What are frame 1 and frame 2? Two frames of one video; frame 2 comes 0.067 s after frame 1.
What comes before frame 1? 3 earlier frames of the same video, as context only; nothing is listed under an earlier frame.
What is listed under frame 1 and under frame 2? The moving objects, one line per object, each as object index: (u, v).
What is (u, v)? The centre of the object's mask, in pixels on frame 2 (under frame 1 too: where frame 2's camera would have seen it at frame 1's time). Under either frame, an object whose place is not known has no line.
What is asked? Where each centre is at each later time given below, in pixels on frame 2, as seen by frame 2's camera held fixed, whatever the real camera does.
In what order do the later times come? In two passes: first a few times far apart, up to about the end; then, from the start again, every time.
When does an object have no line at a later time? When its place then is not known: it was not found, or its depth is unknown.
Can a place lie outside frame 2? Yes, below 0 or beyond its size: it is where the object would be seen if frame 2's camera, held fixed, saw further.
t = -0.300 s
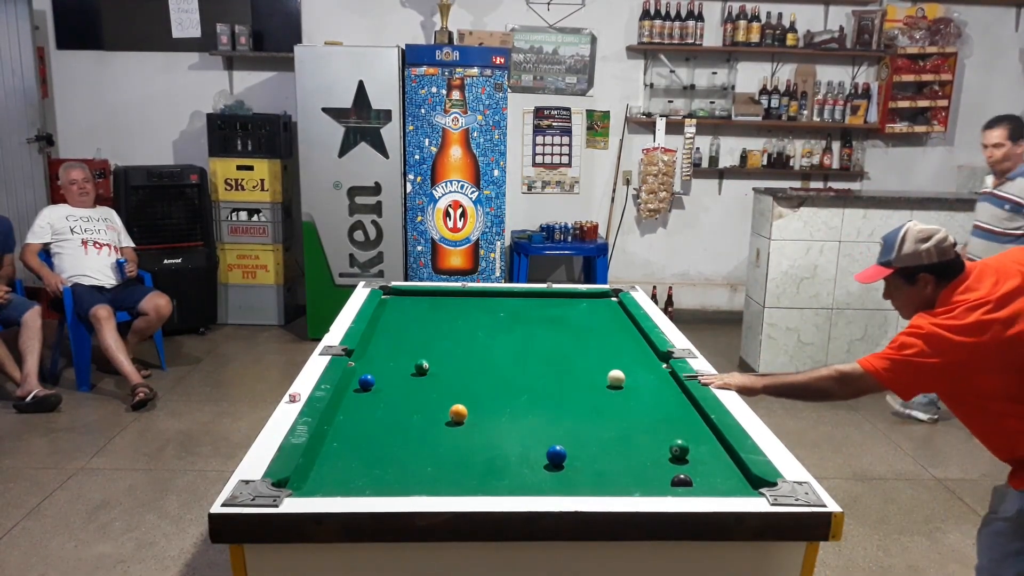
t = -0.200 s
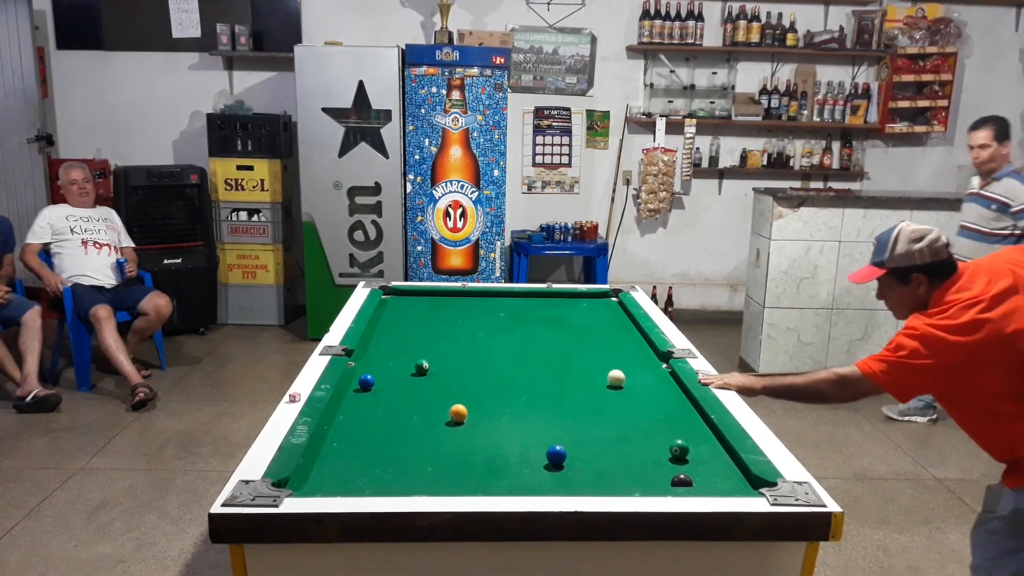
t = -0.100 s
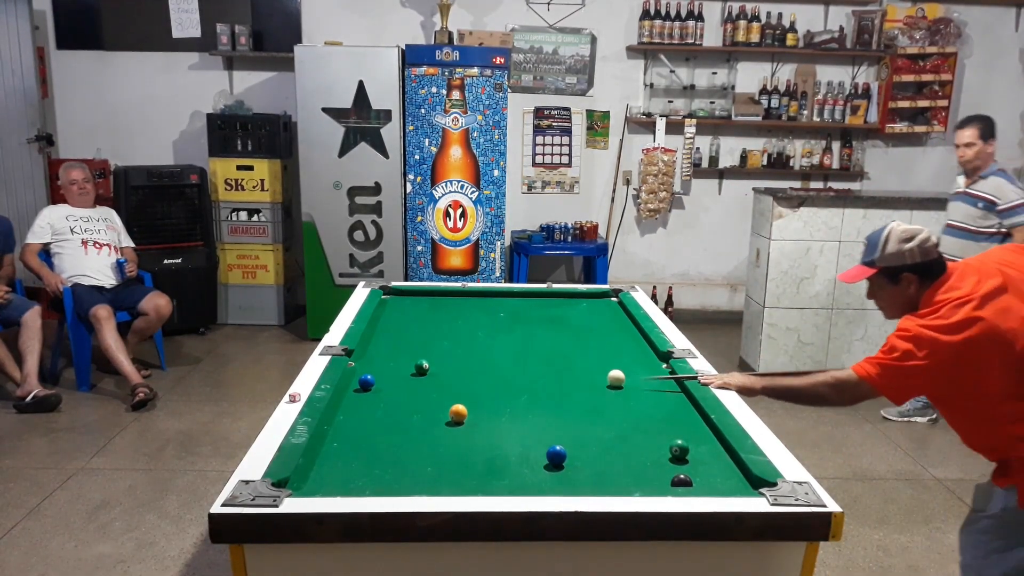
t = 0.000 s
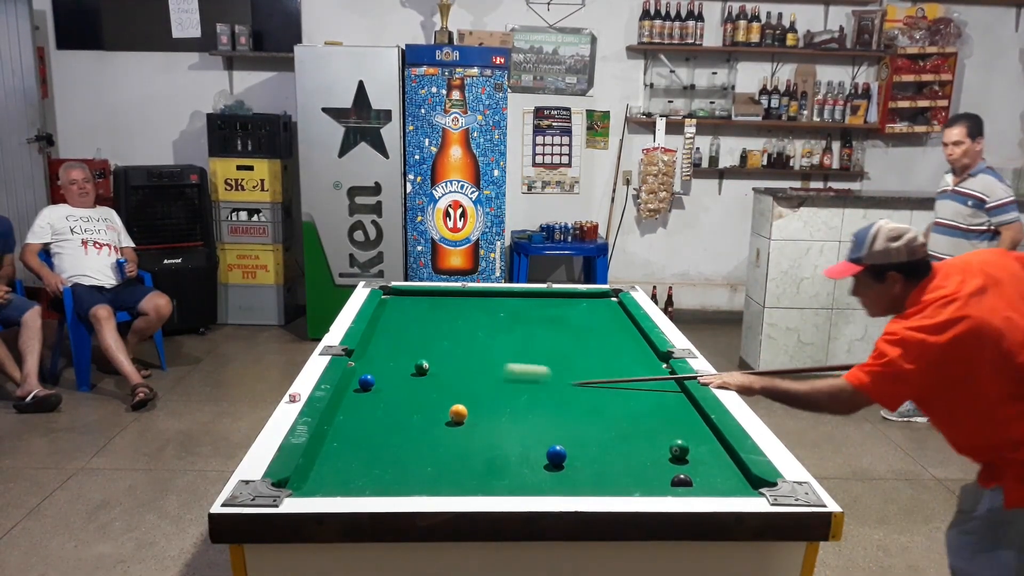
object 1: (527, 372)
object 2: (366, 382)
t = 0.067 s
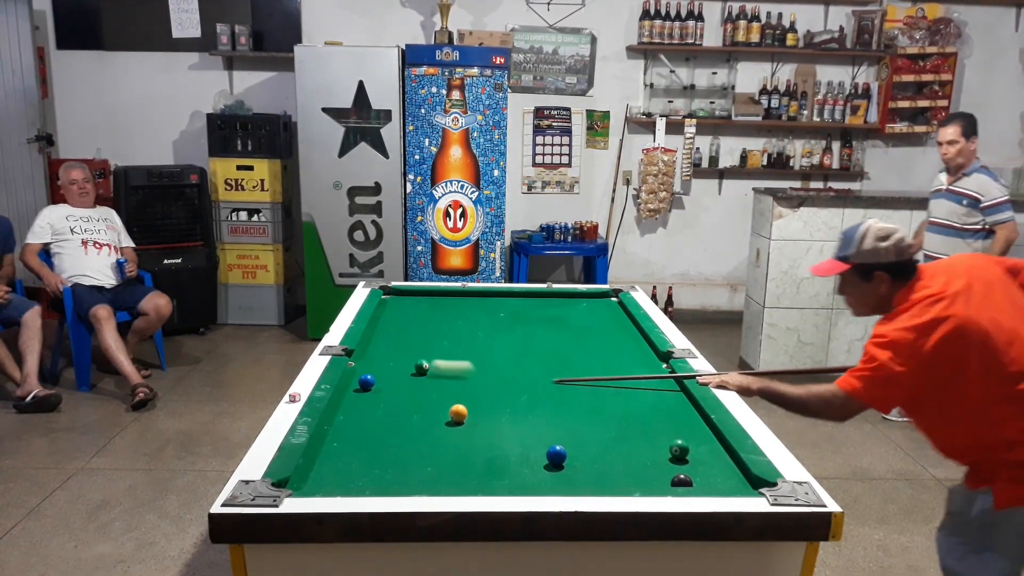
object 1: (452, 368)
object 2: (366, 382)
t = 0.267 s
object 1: (398, 377)
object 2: (366, 382)
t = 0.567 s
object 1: (366, 393)
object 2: (356, 381)
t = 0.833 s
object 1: (343, 407)
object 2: (380, 381)
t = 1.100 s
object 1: (334, 423)
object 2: (400, 381)
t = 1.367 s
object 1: (337, 440)
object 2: (416, 381)
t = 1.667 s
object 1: (341, 460)
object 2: (431, 381)
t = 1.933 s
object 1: (346, 475)
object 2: (440, 381)
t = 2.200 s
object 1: (354, 479)
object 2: (446, 382)
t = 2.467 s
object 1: (365, 471)
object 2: (449, 382)
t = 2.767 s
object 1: (375, 462)
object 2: (449, 383)
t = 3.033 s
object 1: (382, 456)
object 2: (449, 383)
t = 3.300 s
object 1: (387, 451)
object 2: (449, 383)
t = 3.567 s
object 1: (392, 447)
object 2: (450, 383)
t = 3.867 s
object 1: (395, 445)
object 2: (449, 383)
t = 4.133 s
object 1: (396, 444)
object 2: (449, 383)
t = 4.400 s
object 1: (395, 444)
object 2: (449, 383)
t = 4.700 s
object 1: (395, 444)
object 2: (449, 383)
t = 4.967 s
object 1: (395, 444)
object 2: (450, 382)
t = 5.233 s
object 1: (396, 444)
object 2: (450, 383)
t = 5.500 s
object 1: (395, 444)
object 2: (450, 383)
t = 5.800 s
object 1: (395, 444)
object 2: (450, 383)
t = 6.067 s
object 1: (395, 444)
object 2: (450, 382)
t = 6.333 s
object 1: (395, 444)
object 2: (450, 382)
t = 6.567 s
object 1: (395, 444)
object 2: (449, 383)
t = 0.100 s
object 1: (433, 367)
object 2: (366, 382)
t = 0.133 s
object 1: (425, 370)
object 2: (366, 382)
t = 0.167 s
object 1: (418, 372)
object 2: (366, 382)
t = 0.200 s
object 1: (411, 374)
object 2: (366, 382)
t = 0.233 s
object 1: (405, 376)
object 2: (366, 382)
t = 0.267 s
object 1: (398, 377)
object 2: (366, 382)
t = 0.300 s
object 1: (391, 379)
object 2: (366, 382)
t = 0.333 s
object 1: (384, 381)
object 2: (366, 382)
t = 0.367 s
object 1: (382, 383)
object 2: (360, 382)
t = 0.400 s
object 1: (379, 385)
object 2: (355, 382)
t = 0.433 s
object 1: (377, 386)
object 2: (351, 382)
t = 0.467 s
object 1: (374, 388)
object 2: (348, 382)
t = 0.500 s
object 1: (371, 390)
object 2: (350, 382)
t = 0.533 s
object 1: (369, 392)
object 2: (354, 382)
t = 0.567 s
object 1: (366, 393)
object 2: (356, 381)
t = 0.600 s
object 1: (363, 395)
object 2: (360, 380)
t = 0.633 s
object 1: (361, 397)
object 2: (363, 380)
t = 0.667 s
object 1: (357, 399)
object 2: (366, 381)
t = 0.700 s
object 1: (354, 400)
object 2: (369, 381)
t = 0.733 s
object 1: (351, 402)
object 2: (371, 381)
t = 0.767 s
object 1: (348, 404)
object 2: (374, 381)
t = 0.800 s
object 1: (345, 406)
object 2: (377, 381)
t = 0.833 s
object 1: (343, 407)
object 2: (380, 381)
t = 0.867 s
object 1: (340, 409)
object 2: (382, 381)
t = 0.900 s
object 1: (337, 411)
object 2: (385, 381)
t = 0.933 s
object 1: (334, 413)
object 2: (388, 381)
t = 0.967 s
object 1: (333, 415)
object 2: (390, 381)
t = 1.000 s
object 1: (333, 417)
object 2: (393, 381)
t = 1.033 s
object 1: (333, 419)
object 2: (395, 381)
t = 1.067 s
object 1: (334, 421)
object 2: (397, 381)
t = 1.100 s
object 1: (334, 423)
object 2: (400, 381)
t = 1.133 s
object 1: (334, 425)
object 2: (402, 381)
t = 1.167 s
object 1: (334, 428)
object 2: (404, 381)
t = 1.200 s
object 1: (335, 429)
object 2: (406, 381)
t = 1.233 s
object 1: (335, 432)
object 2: (408, 381)
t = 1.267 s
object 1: (335, 434)
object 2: (410, 381)
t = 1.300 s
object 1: (336, 436)
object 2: (412, 381)
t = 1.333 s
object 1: (336, 438)
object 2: (414, 381)
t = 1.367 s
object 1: (337, 440)
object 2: (416, 381)
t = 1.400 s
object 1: (337, 442)
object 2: (418, 381)
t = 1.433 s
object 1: (337, 445)
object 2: (420, 381)
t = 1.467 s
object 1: (338, 447)
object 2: (421, 381)
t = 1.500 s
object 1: (338, 449)
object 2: (423, 381)
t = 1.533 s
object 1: (339, 451)
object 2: (425, 381)
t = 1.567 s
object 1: (339, 453)
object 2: (426, 381)
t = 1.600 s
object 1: (340, 455)
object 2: (428, 381)
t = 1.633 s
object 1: (340, 458)
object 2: (429, 381)
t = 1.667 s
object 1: (341, 460)
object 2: (431, 381)
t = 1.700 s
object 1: (341, 462)
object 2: (432, 381)
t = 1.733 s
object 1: (342, 464)
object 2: (433, 381)
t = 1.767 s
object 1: (342, 466)
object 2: (435, 381)
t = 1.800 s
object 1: (343, 468)
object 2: (436, 381)
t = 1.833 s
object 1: (344, 470)
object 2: (437, 382)
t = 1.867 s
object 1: (345, 472)
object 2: (438, 382)
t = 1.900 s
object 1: (346, 474)
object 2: (439, 382)
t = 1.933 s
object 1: (346, 475)
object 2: (440, 381)
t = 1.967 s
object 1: (346, 477)
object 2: (441, 381)
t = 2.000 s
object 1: (347, 478)
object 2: (442, 382)
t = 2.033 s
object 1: (347, 480)
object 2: (442, 381)
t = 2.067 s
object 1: (347, 481)
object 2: (443, 382)
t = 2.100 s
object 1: (349, 481)
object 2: (444, 381)
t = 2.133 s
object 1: (351, 480)
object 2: (444, 382)
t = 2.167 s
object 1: (353, 480)
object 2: (445, 382)
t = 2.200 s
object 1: (354, 479)
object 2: (446, 382)
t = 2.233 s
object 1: (356, 478)
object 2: (446, 382)
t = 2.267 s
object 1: (358, 477)
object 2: (447, 382)
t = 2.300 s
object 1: (359, 477)
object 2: (447, 382)
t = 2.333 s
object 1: (360, 476)
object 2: (447, 382)
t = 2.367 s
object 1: (361, 475)
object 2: (448, 382)
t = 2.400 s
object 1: (363, 474)
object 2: (448, 383)
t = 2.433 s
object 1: (364, 472)
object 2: (448, 382)
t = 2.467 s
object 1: (365, 471)
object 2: (449, 382)
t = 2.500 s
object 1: (366, 470)
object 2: (449, 383)
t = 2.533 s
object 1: (368, 469)
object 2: (449, 382)
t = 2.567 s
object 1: (369, 468)
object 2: (449, 383)
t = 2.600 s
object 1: (370, 467)
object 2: (449, 383)
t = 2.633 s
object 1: (371, 466)
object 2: (449, 383)
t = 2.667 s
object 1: (372, 465)
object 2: (450, 383)
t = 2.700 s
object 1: (373, 464)
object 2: (450, 383)
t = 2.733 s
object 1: (374, 463)
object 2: (450, 383)
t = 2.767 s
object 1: (375, 462)
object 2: (449, 383)
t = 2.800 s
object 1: (376, 461)
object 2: (450, 383)
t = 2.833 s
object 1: (377, 460)
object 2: (449, 383)
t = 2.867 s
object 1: (378, 460)
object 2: (449, 383)
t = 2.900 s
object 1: (379, 459)
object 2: (449, 383)
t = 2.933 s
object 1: (380, 458)
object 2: (449, 383)
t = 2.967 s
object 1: (381, 457)
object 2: (450, 383)
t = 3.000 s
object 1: (381, 457)
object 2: (450, 383)
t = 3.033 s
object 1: (382, 456)
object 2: (449, 383)
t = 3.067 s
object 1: (383, 455)
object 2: (449, 383)
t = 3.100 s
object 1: (383, 454)
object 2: (450, 383)
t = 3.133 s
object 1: (384, 454)
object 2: (449, 383)
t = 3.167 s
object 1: (385, 453)
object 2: (449, 383)
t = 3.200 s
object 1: (385, 452)
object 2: (449, 383)
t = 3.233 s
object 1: (386, 452)
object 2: (449, 383)
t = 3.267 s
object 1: (387, 451)
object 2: (449, 383)
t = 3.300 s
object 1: (387, 451)
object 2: (449, 383)
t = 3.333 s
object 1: (388, 450)
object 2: (449, 383)
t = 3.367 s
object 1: (388, 450)
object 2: (449, 383)
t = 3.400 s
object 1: (389, 449)
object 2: (450, 383)
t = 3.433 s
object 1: (389, 449)
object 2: (449, 383)
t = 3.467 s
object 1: (390, 449)
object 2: (449, 383)
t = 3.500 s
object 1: (391, 448)
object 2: (450, 383)
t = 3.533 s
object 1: (391, 448)
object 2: (450, 383)
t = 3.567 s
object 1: (392, 447)
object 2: (450, 383)
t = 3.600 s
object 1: (392, 447)
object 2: (449, 383)
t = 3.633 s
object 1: (392, 447)
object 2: (449, 383)
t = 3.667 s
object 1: (393, 446)
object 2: (449, 382)
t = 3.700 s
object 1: (393, 446)
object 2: (449, 383)
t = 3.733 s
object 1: (394, 446)
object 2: (449, 383)
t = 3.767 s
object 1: (394, 446)
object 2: (449, 383)
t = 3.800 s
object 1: (394, 446)
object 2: (449, 383)
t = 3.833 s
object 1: (395, 445)
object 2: (449, 383)
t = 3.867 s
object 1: (395, 445)
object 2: (449, 383)
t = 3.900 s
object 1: (395, 445)
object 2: (449, 383)
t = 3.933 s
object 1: (395, 445)
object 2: (449, 383)
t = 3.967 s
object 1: (396, 445)
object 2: (449, 383)
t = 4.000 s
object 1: (396, 445)
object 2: (449, 383)
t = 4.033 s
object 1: (396, 445)
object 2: (449, 383)
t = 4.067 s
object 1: (395, 444)
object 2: (449, 383)
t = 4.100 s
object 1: (395, 444)
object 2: (449, 383)
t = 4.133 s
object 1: (396, 444)
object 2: (449, 383)
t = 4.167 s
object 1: (395, 444)
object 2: (449, 383)
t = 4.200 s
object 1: (395, 444)
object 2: (449, 383)
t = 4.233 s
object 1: (395, 444)
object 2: (449, 383)
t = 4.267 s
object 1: (395, 444)
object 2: (449, 383)
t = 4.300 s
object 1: (395, 444)
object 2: (449, 383)
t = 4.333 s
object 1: (395, 444)
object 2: (449, 383)
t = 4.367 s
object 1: (395, 444)
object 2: (449, 383)
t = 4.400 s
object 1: (395, 444)
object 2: (449, 383)
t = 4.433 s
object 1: (395, 444)
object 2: (450, 383)
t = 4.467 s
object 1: (395, 444)
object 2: (449, 383)
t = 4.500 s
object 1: (395, 444)
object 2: (449, 383)
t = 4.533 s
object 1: (395, 444)
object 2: (449, 383)
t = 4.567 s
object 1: (395, 444)
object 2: (450, 383)
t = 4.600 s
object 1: (395, 444)
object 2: (450, 383)
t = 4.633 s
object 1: (395, 444)
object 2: (450, 383)
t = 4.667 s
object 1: (395, 444)
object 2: (450, 383)
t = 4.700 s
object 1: (395, 444)
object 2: (449, 383)
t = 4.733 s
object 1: (395, 444)
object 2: (450, 383)
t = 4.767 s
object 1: (395, 444)
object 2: (449, 383)
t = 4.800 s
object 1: (395, 444)
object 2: (450, 383)
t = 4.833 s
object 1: (395, 444)
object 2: (450, 382)
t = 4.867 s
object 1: (395, 444)
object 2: (450, 382)
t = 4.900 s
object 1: (395, 444)
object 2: (450, 383)
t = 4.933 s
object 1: (395, 444)
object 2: (450, 383)
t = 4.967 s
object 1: (395, 444)
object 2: (450, 382)
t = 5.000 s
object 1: (395, 444)
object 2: (450, 382)
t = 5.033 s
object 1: (395, 444)
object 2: (450, 382)
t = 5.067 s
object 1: (395, 444)
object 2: (450, 382)
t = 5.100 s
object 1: (395, 444)
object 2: (449, 383)
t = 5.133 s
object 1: (395, 444)
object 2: (449, 383)
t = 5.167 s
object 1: (396, 444)
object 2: (449, 383)
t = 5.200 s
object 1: (396, 444)
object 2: (449, 383)
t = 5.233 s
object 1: (396, 444)
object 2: (450, 383)
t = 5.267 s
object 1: (395, 444)
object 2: (449, 383)
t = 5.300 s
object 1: (395, 444)
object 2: (449, 382)
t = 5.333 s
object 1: (395, 444)
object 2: (449, 383)
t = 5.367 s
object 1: (395, 445)
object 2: (449, 383)
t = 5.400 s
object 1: (395, 444)
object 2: (449, 382)
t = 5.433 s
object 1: (395, 444)
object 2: (450, 383)
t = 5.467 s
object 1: (395, 444)
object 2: (449, 383)
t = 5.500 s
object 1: (395, 444)
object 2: (450, 383)
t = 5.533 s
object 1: (396, 444)
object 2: (449, 383)
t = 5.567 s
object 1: (395, 444)
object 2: (450, 382)
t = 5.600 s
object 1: (395, 444)
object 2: (449, 383)
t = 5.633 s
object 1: (395, 444)
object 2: (450, 383)
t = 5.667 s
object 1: (395, 444)
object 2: (450, 383)
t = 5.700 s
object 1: (395, 444)
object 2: (450, 383)
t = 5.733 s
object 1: (395, 444)
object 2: (450, 383)
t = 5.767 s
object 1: (395, 444)
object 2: (450, 383)
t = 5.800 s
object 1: (395, 444)
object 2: (450, 383)
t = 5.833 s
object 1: (395, 444)
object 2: (450, 383)
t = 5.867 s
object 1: (395, 444)
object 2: (450, 383)
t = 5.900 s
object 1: (395, 444)
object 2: (449, 383)
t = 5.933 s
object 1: (395, 444)
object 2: (450, 383)
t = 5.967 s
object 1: (395, 444)
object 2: (450, 383)
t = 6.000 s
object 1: (395, 444)
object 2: (450, 382)
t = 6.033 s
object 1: (395, 444)
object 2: (450, 383)
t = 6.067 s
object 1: (395, 444)
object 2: (450, 382)
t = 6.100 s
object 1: (395, 444)
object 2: (449, 383)
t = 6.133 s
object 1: (395, 444)
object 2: (450, 382)
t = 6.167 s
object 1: (395, 444)
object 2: (450, 382)
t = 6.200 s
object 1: (395, 444)
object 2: (450, 382)
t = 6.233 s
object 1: (395, 444)
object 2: (450, 383)
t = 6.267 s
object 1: (395, 444)
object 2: (449, 383)
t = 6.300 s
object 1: (395, 444)
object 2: (450, 382)
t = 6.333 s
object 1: (395, 444)
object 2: (450, 382)
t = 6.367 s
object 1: (395, 444)
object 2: (450, 382)
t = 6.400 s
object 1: (395, 444)
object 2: (449, 383)
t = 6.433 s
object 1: (395, 444)
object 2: (449, 383)
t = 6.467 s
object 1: (395, 444)
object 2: (449, 383)
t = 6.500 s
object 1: (395, 444)
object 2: (449, 383)
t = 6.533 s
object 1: (395, 444)
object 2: (449, 382)
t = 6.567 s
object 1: (395, 444)
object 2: (449, 383)
